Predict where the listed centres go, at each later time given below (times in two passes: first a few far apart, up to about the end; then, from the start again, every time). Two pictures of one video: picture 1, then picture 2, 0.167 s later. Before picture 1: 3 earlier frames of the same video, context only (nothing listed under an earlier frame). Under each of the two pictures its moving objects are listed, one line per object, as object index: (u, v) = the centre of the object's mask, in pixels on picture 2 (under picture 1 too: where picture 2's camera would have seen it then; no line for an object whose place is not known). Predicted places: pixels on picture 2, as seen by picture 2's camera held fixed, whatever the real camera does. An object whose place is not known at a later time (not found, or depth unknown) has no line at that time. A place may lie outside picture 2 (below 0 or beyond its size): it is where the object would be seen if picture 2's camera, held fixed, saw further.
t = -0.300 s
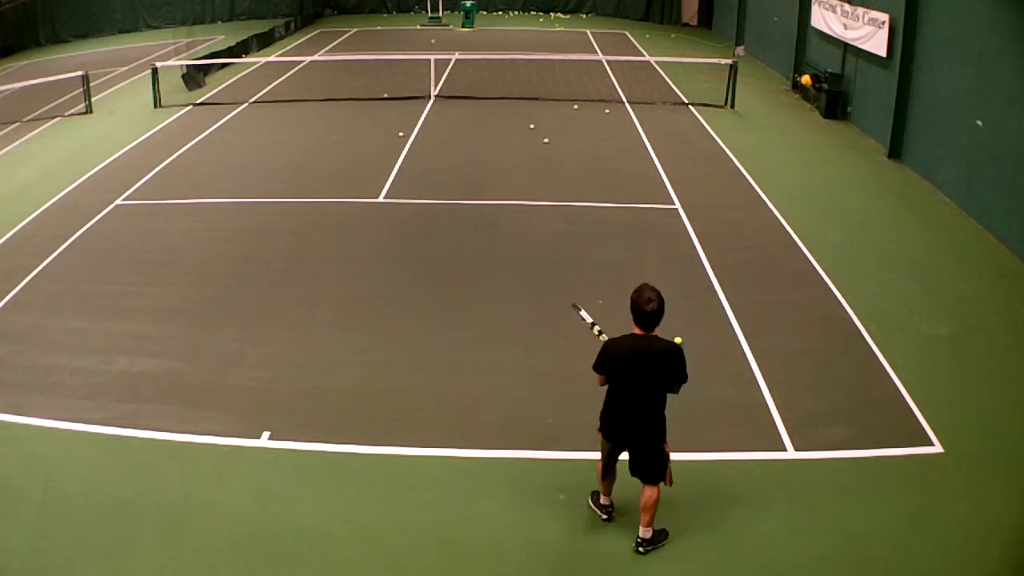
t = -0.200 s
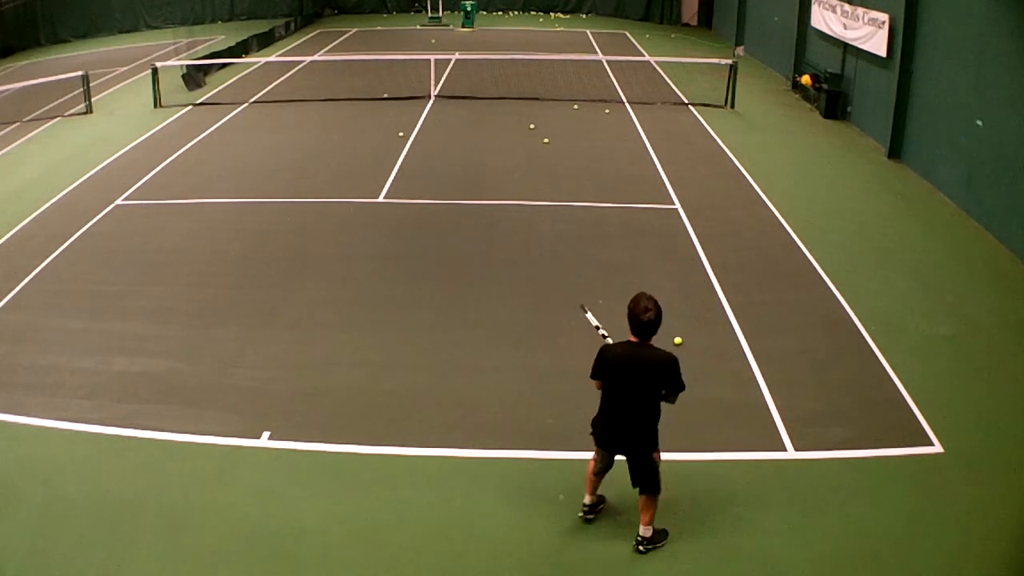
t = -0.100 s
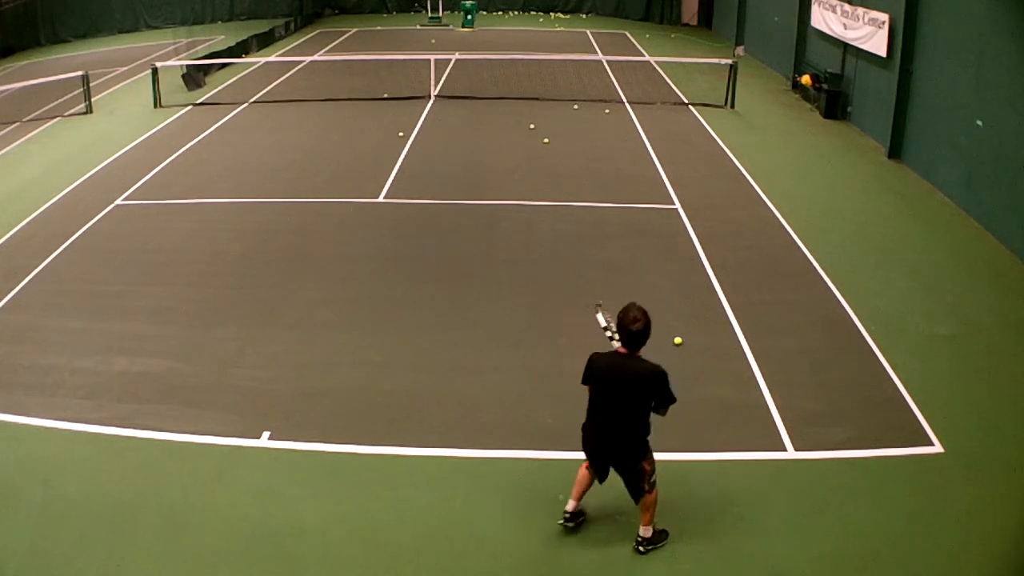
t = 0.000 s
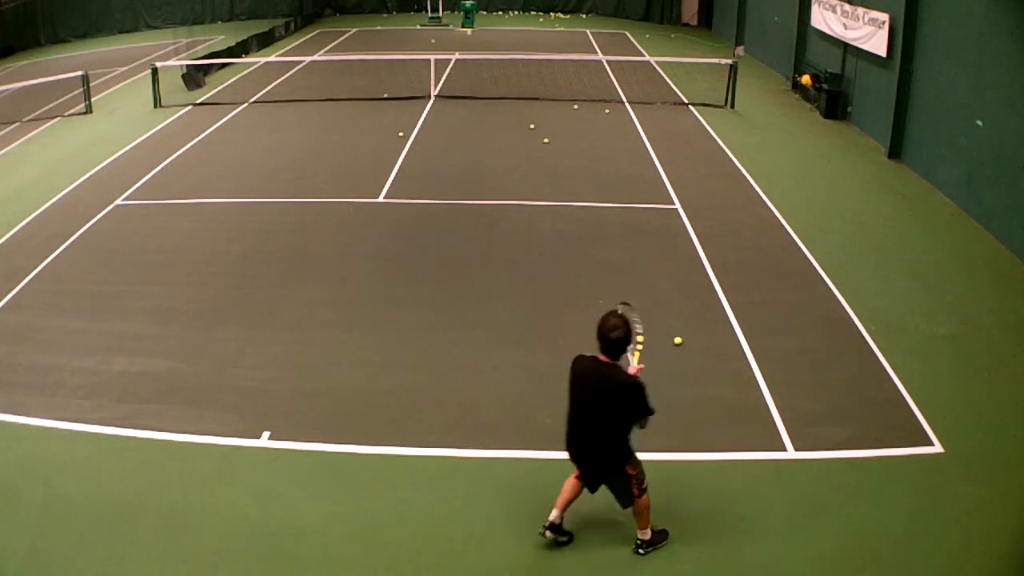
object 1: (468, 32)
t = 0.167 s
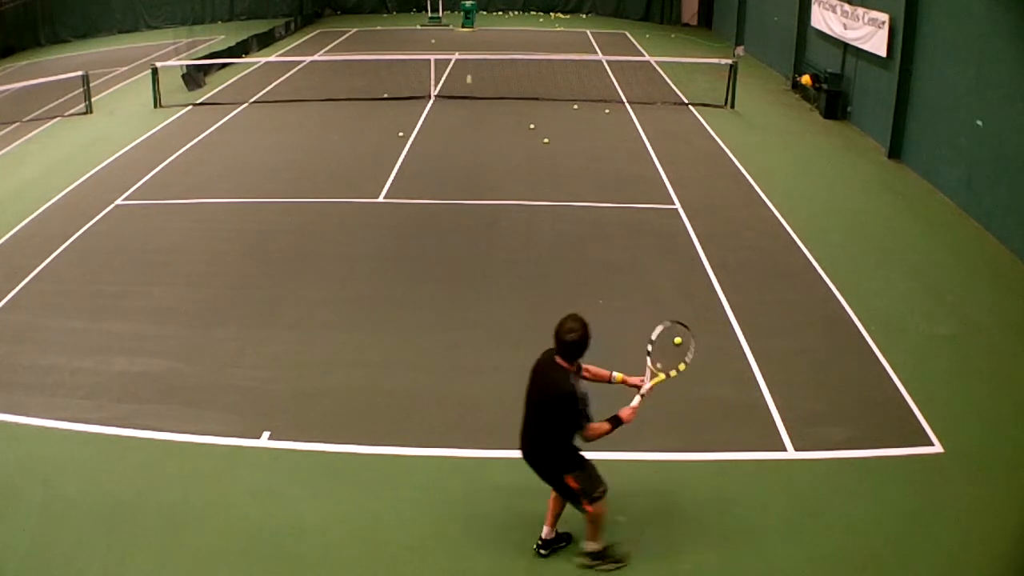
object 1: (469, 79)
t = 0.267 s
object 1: (469, 125)
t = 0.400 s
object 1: (469, 217)
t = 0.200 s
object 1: (469, 93)
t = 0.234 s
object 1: (469, 108)
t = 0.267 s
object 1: (469, 125)
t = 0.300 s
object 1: (469, 144)
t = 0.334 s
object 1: (469, 166)
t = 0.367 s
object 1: (469, 190)
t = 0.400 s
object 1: (469, 217)
